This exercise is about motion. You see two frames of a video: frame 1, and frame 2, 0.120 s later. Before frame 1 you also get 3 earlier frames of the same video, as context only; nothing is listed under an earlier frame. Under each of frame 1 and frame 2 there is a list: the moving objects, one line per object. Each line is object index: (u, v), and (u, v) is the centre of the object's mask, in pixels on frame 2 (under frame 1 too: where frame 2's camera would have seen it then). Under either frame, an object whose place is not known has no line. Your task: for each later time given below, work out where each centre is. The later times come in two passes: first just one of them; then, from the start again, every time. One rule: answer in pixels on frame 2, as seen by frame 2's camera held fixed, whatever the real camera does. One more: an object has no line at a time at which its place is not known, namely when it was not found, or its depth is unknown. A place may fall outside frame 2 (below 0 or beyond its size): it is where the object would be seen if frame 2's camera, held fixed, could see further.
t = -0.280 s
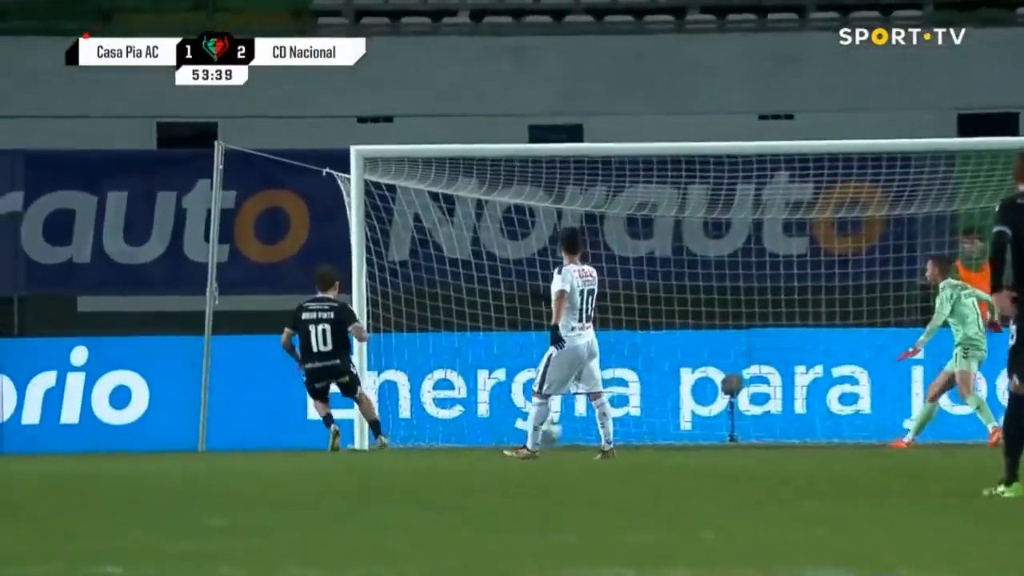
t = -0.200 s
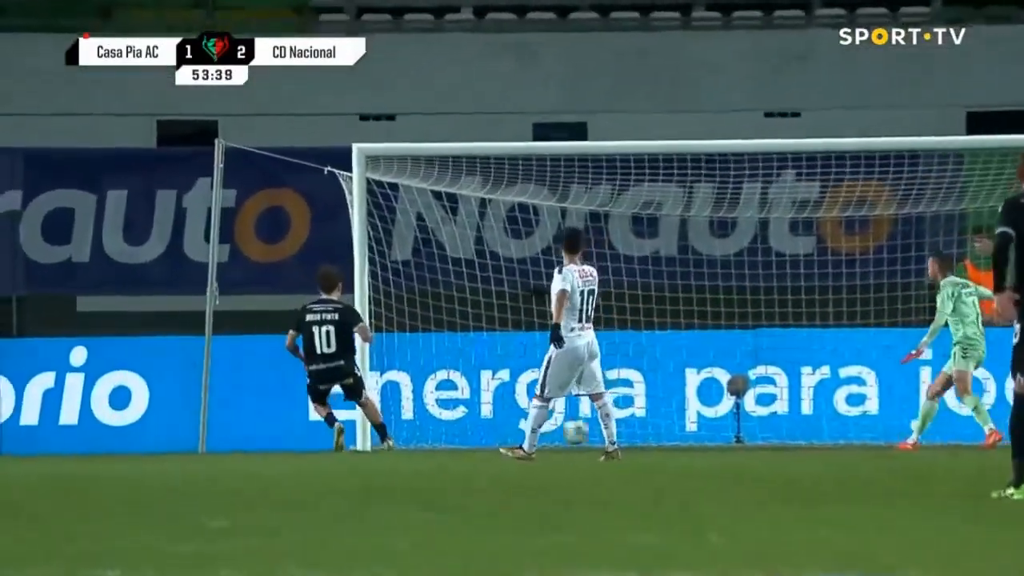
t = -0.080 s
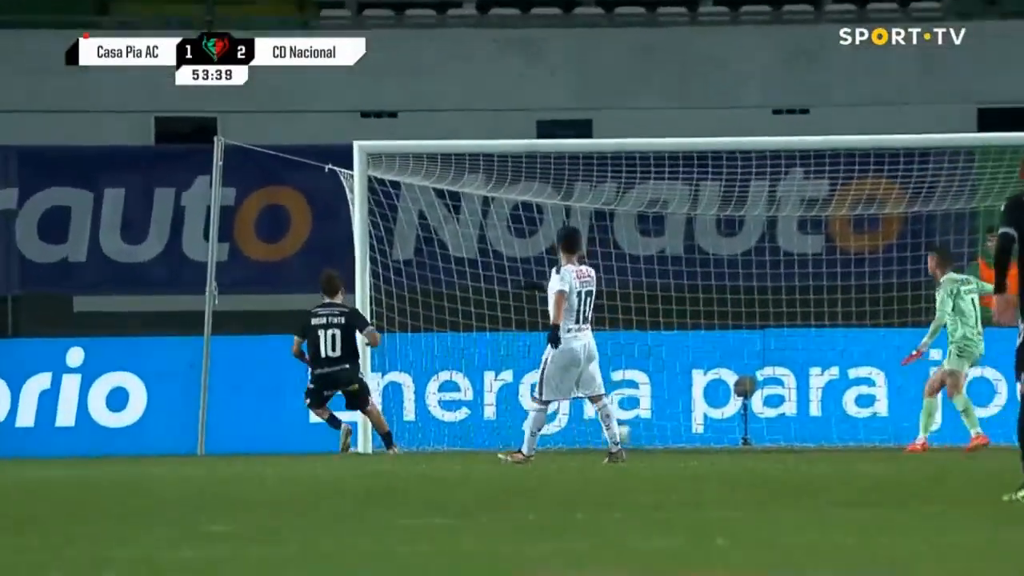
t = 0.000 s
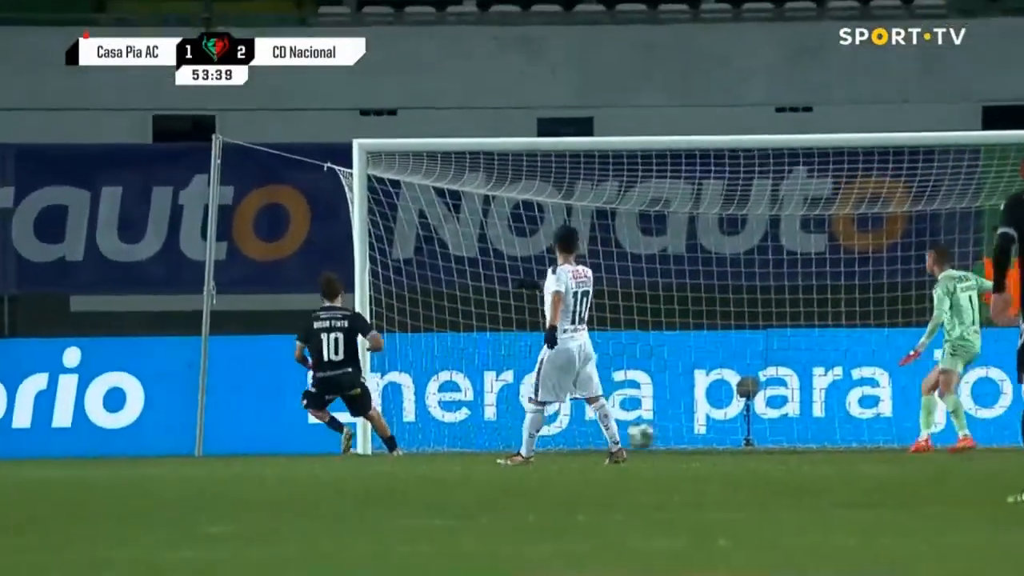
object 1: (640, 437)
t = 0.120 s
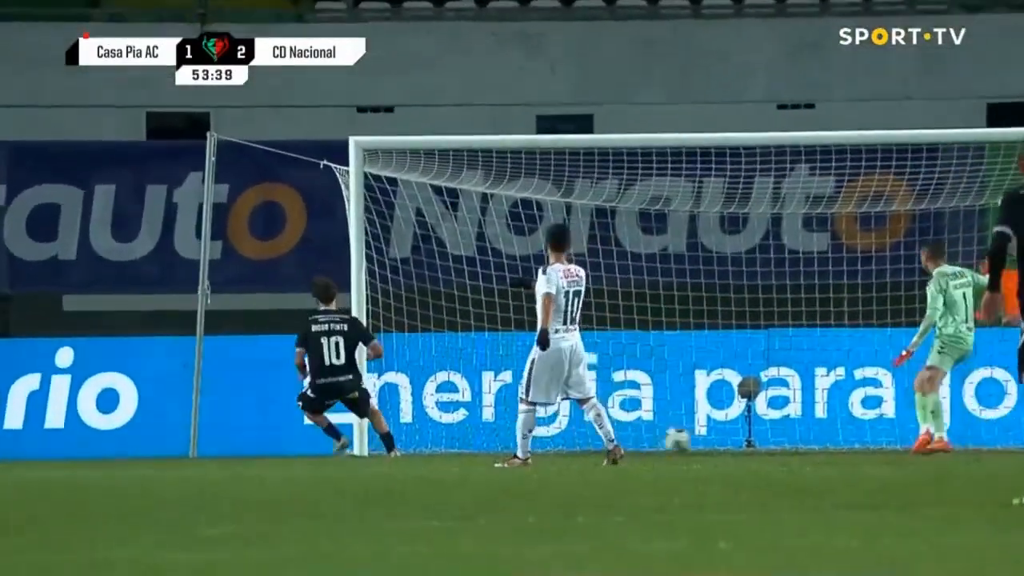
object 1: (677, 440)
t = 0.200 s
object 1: (694, 441)
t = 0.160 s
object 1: (688, 441)
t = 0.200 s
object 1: (694, 441)
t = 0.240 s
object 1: (699, 440)
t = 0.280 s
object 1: (718, 432)
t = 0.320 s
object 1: (725, 422)
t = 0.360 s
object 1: (733, 413)
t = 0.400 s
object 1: (740, 405)
